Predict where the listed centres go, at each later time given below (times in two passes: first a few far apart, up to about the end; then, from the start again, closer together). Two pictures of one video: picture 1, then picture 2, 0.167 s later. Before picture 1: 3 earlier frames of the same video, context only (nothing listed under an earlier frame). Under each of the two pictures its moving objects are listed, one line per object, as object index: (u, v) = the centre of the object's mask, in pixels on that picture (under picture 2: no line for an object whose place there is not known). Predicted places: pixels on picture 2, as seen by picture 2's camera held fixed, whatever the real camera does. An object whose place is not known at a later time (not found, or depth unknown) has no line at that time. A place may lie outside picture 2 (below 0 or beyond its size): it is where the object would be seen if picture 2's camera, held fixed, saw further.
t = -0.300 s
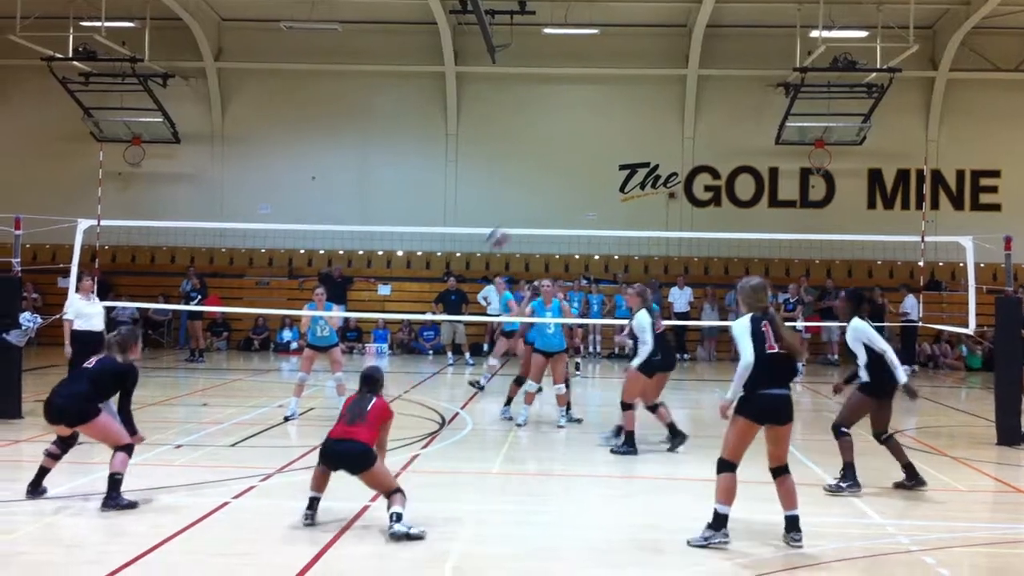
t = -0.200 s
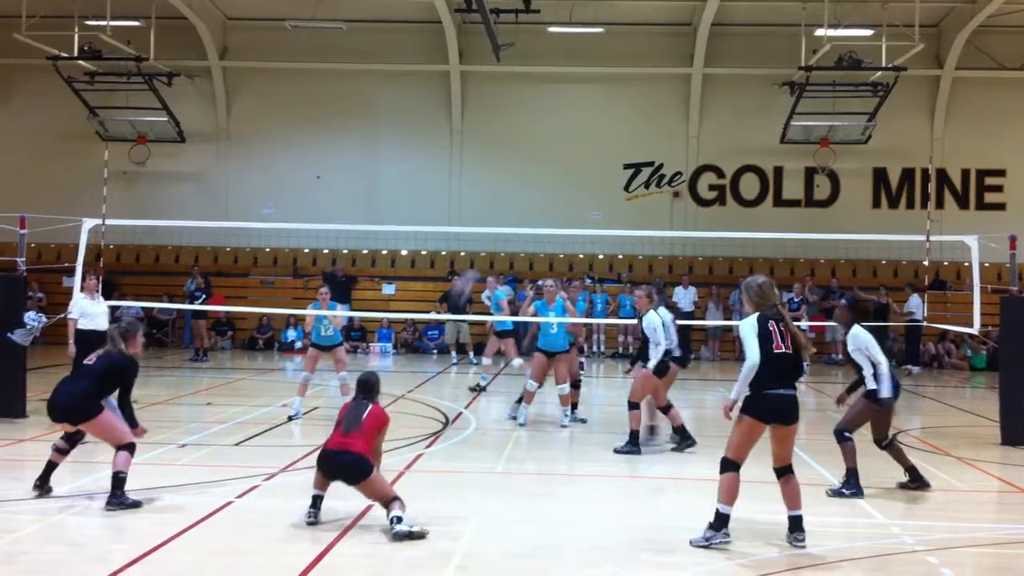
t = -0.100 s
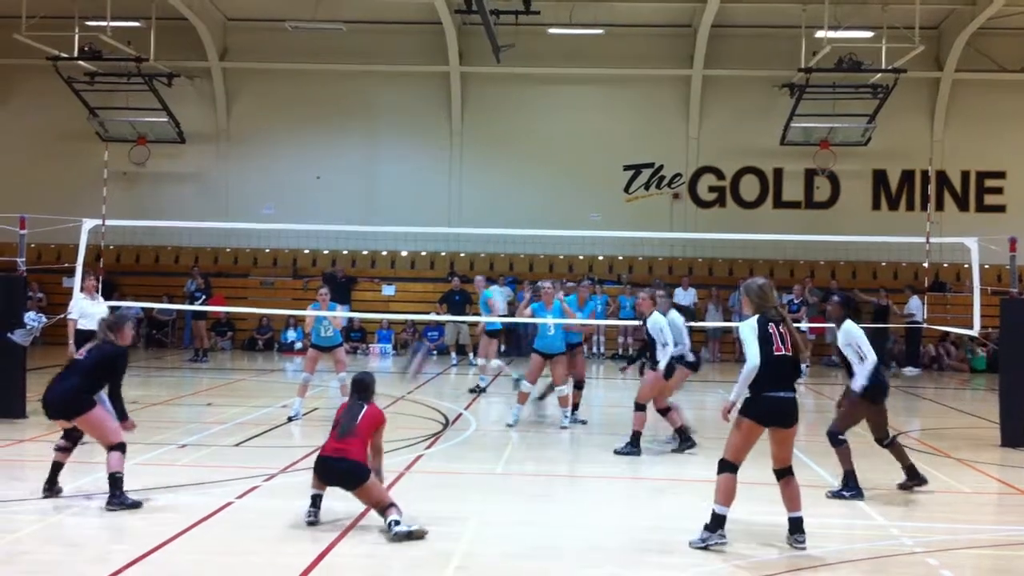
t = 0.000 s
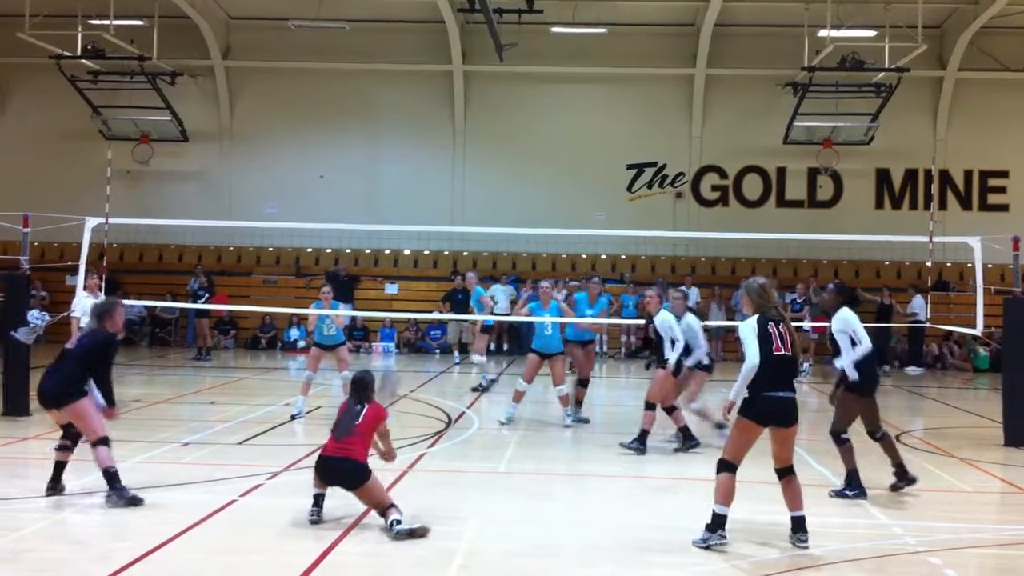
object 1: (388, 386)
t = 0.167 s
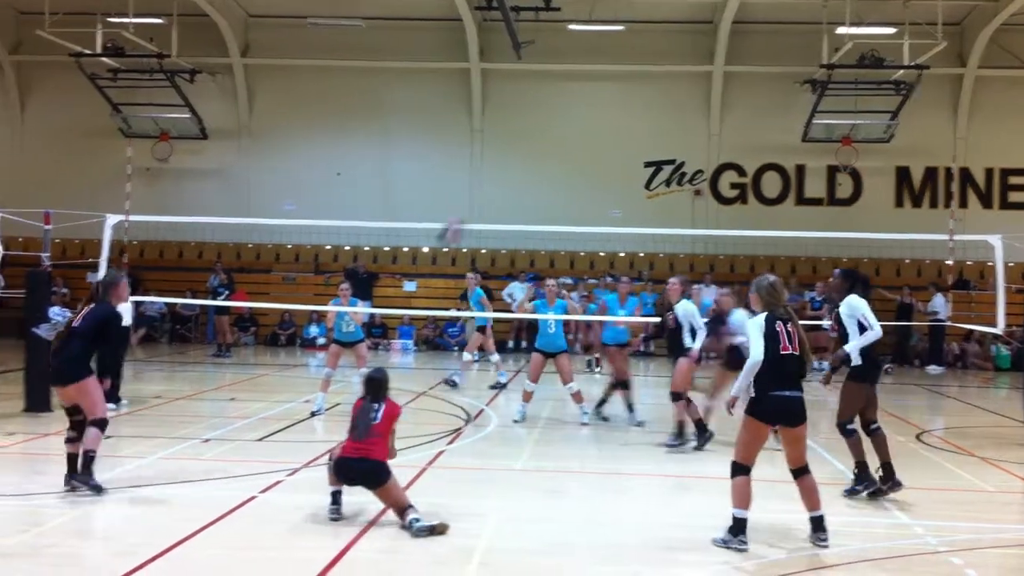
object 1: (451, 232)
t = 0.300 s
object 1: (487, 139)
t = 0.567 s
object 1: (546, 33)
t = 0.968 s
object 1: (621, 30)
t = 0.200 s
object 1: (460, 207)
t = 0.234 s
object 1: (469, 183)
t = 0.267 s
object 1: (478, 160)
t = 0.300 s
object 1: (487, 139)
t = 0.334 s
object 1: (494, 122)
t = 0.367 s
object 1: (502, 105)
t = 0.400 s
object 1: (509, 89)
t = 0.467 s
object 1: (522, 61)
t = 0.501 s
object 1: (531, 50)
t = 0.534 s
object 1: (535, 42)
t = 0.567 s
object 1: (546, 33)
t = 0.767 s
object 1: (585, 12)
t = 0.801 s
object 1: (593, 13)
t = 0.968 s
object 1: (621, 30)
